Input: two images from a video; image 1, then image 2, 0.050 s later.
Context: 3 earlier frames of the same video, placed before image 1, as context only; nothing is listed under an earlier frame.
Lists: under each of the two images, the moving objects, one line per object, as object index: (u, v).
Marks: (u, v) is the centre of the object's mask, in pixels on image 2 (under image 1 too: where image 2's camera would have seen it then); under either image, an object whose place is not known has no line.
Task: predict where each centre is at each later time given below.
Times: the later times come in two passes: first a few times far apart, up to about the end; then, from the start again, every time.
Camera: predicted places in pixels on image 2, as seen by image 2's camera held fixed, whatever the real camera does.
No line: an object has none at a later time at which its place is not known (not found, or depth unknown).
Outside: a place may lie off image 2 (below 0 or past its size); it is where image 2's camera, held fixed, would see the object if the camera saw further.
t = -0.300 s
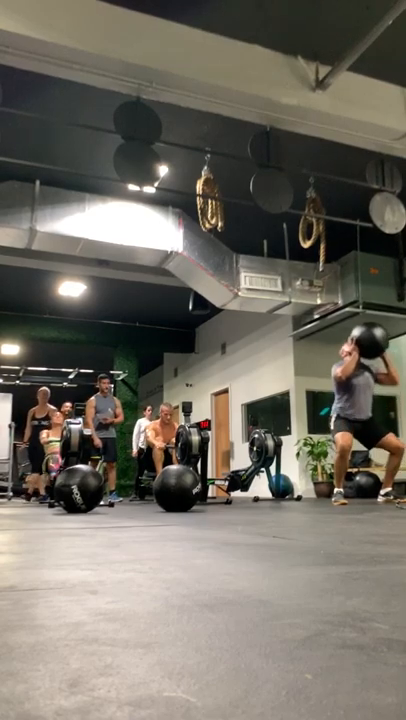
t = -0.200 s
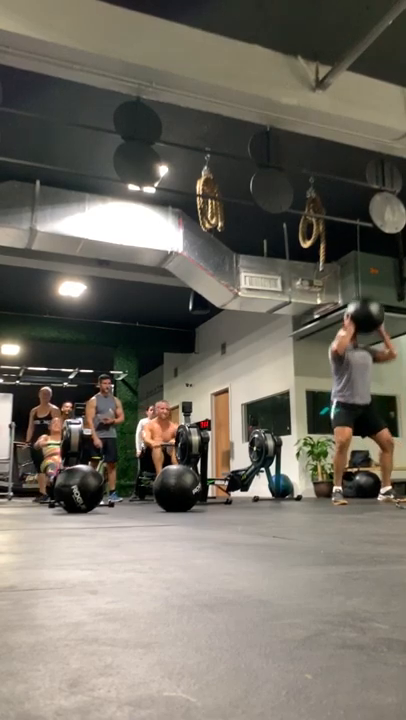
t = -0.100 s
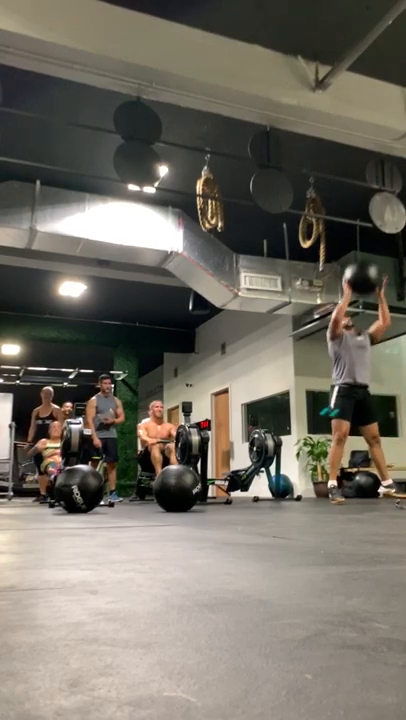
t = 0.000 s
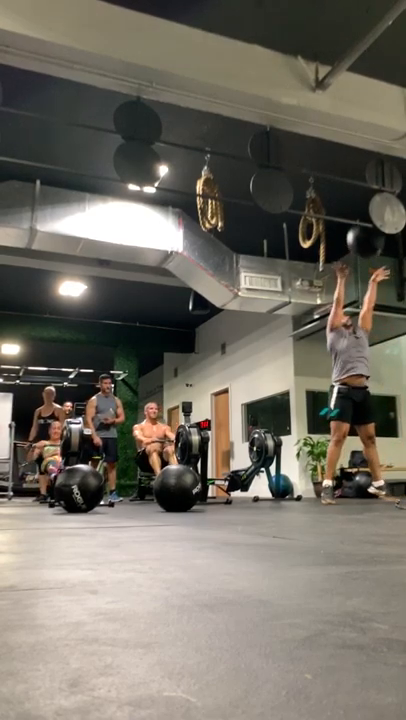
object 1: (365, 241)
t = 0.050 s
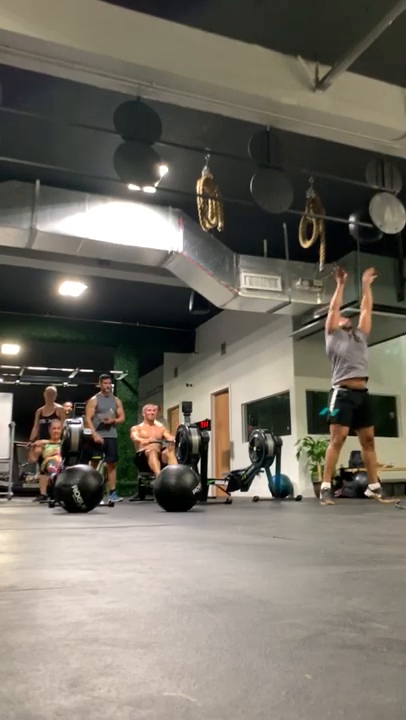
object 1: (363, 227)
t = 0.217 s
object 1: (365, 193)
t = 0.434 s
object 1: (360, 196)
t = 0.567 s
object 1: (359, 219)
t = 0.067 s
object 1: (363, 222)
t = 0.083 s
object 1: (362, 217)
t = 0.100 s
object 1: (362, 206)
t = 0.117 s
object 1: (362, 204)
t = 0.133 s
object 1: (362, 202)
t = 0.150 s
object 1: (363, 200)
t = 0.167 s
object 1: (363, 198)
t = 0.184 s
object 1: (364, 196)
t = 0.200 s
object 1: (364, 194)
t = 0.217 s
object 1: (365, 193)
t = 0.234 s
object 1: (364, 188)
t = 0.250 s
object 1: (364, 187)
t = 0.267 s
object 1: (364, 187)
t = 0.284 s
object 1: (363, 186)
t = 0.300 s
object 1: (363, 186)
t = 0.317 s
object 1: (362, 186)
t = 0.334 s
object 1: (362, 186)
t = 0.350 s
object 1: (362, 186)
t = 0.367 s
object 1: (362, 188)
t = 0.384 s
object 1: (361, 189)
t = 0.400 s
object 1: (361, 190)
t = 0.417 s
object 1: (360, 192)
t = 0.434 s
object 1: (360, 196)
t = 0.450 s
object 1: (359, 198)
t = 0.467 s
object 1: (359, 202)
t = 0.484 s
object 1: (359, 203)
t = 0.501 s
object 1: (359, 204)
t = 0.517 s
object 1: (359, 206)
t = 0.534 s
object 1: (359, 207)
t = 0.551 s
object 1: (358, 215)
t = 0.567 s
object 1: (359, 219)
